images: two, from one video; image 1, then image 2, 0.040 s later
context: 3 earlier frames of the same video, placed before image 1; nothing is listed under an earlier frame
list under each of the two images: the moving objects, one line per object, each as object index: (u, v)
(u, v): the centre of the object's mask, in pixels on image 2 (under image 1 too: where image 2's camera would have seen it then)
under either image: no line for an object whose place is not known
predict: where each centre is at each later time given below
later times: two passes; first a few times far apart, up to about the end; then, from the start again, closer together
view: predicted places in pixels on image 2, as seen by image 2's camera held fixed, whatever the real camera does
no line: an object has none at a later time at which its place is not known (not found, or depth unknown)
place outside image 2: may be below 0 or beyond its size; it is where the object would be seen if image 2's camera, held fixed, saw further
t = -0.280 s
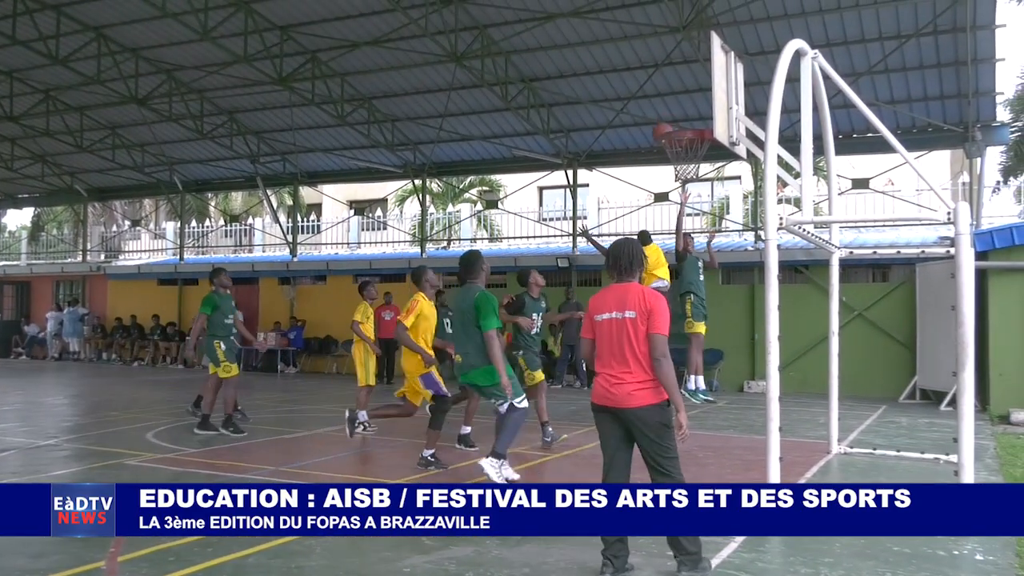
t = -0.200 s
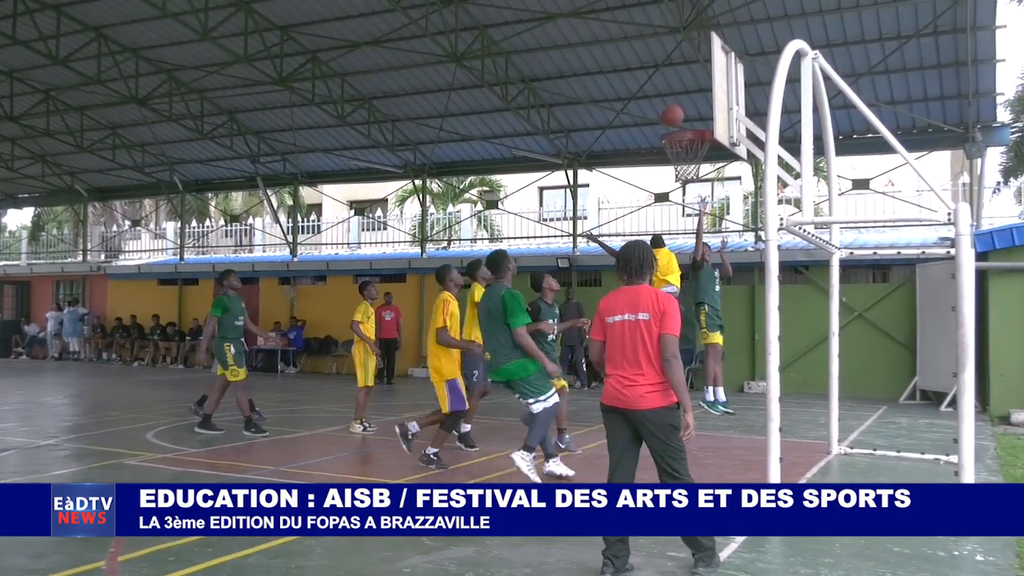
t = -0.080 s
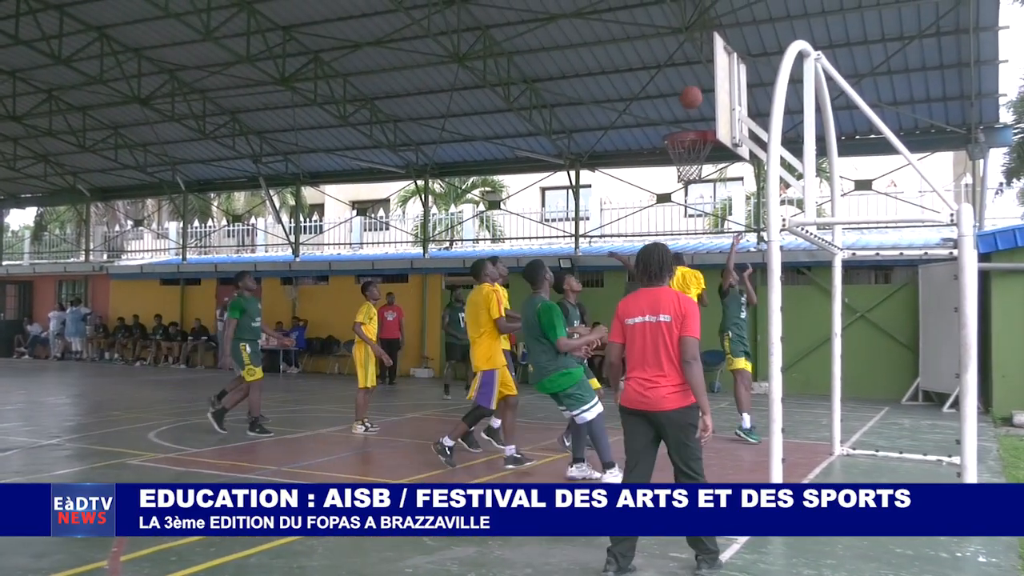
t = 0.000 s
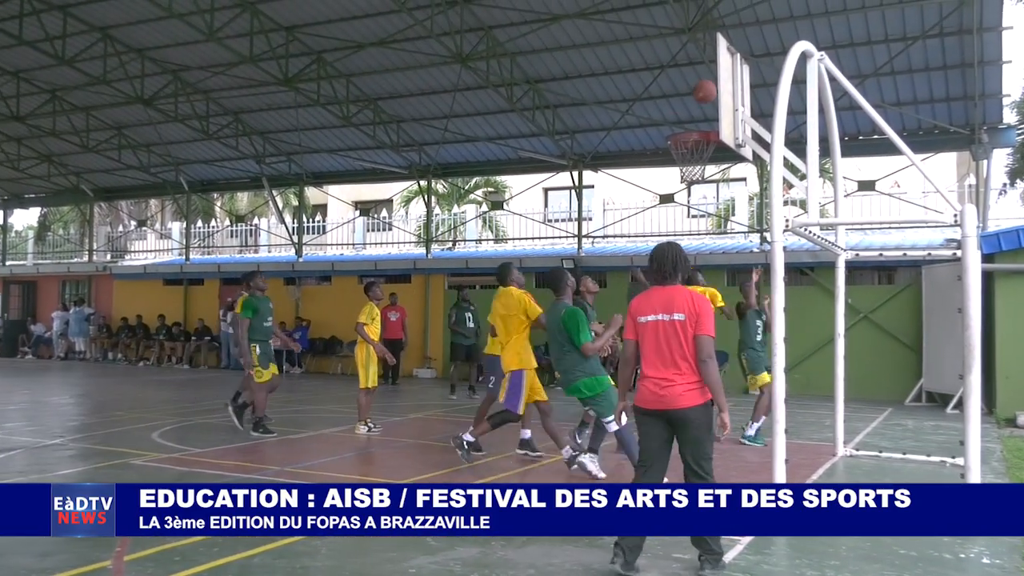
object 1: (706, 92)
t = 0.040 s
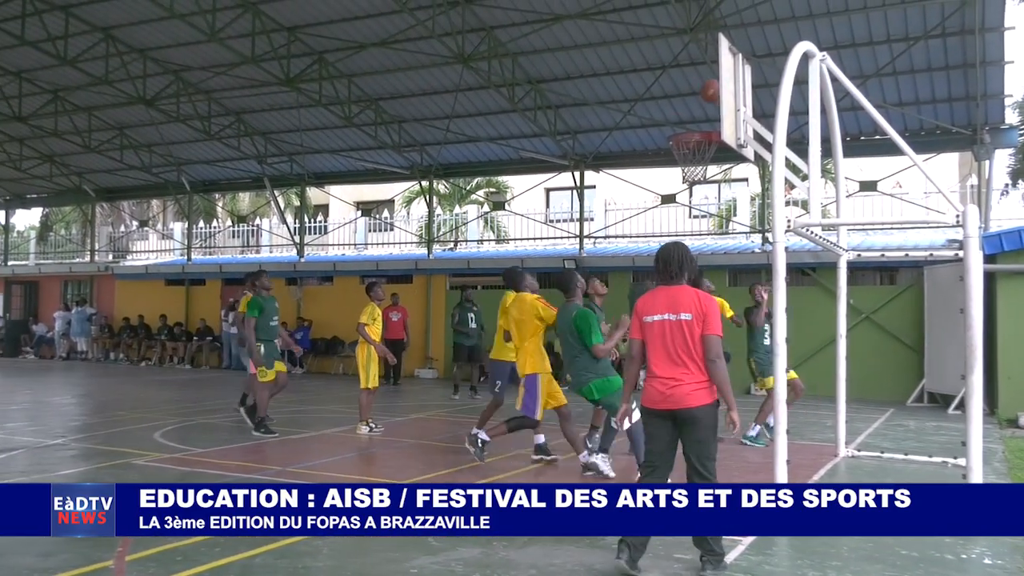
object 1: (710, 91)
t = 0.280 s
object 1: (712, 121)
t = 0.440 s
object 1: (682, 99)
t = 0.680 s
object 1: (635, 95)
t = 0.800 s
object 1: (609, 116)
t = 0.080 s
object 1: (713, 92)
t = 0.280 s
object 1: (712, 121)
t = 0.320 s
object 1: (707, 121)
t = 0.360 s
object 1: (699, 113)
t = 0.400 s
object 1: (691, 105)
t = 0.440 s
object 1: (682, 99)
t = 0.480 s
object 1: (674, 94)
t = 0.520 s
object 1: (666, 91)
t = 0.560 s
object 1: (659, 89)
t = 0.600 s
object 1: (651, 90)
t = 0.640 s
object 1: (642, 92)
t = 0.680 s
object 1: (635, 95)
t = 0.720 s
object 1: (626, 101)
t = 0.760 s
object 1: (618, 108)
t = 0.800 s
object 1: (609, 116)
